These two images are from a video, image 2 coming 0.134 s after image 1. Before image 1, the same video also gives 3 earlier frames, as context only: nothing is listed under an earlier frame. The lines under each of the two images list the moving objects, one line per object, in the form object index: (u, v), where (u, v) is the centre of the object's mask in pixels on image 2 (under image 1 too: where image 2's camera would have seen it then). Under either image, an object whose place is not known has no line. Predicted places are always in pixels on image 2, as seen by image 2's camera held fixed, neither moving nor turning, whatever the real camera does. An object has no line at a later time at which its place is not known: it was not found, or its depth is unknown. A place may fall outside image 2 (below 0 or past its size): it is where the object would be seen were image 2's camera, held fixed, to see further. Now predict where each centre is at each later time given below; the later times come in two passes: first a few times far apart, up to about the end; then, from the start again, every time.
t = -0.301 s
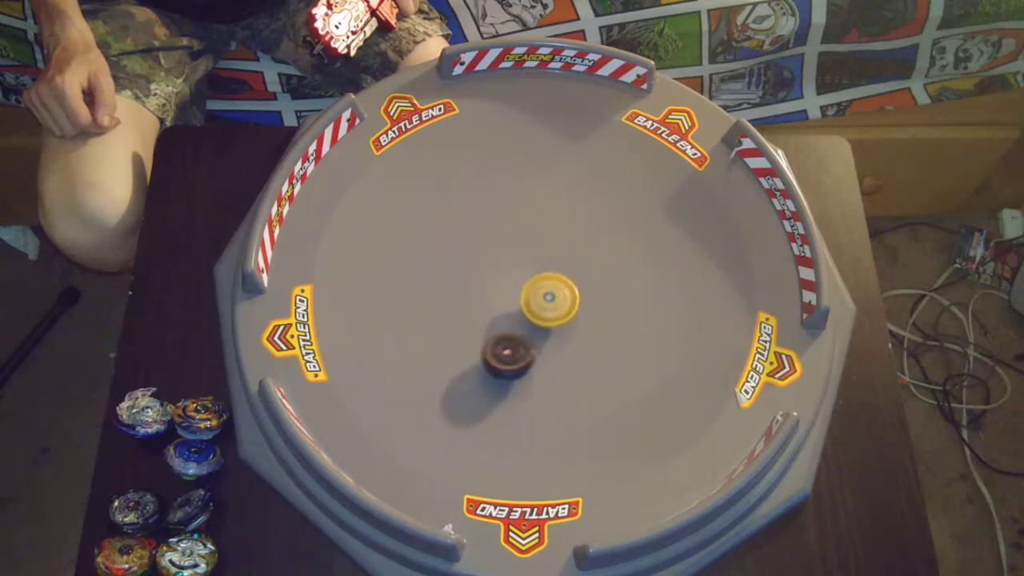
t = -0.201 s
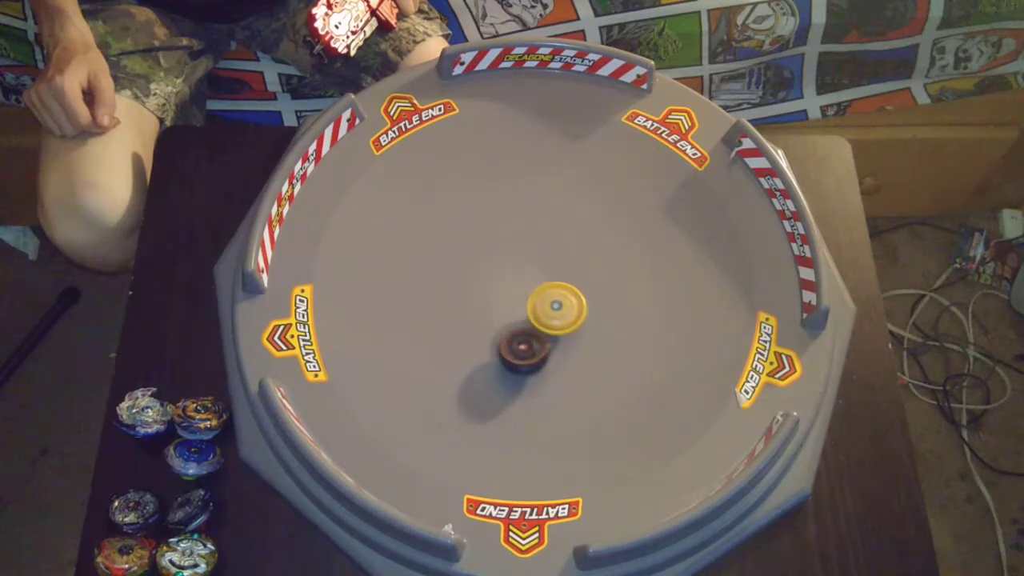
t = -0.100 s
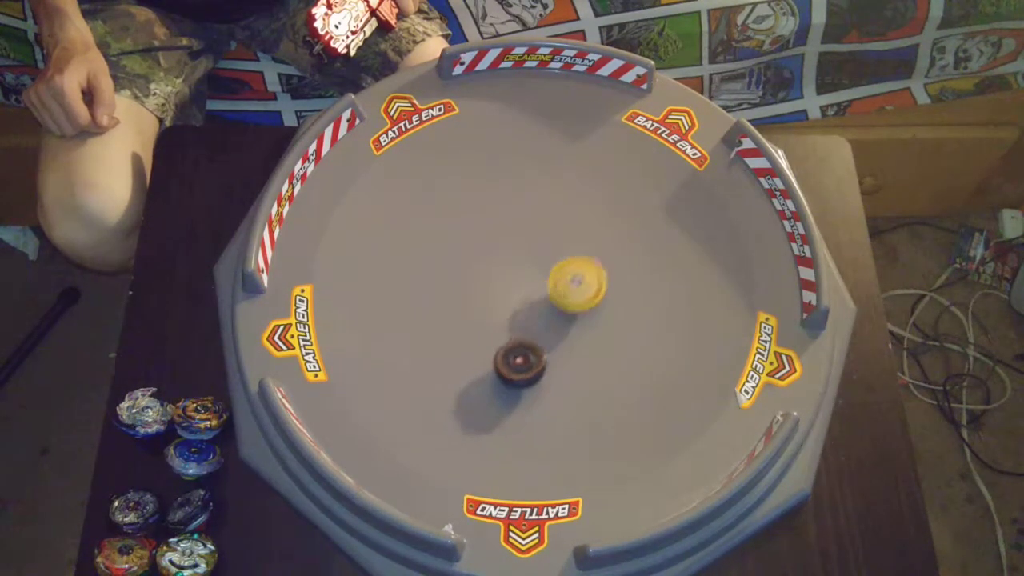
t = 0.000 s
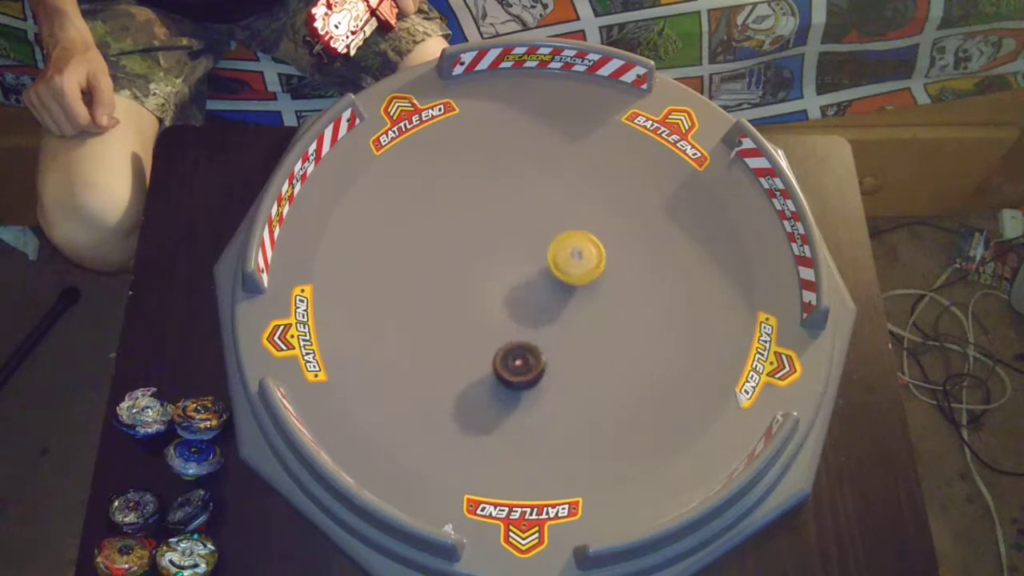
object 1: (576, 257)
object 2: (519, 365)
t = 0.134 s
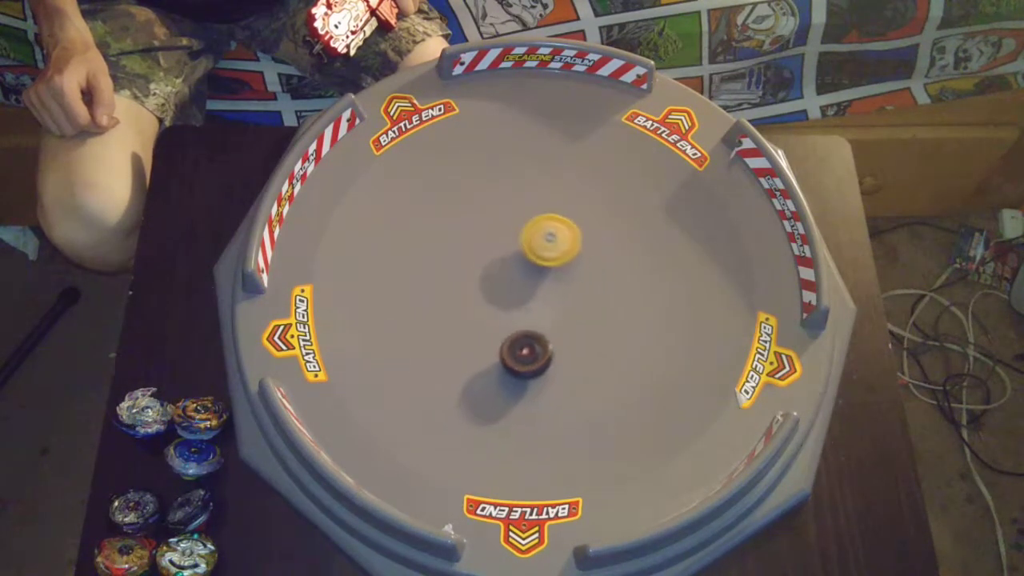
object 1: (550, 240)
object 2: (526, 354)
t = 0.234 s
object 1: (522, 244)
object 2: (530, 343)
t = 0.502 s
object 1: (486, 306)
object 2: (542, 323)
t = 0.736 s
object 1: (478, 322)
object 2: (547, 303)
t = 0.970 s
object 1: (485, 320)
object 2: (536, 282)
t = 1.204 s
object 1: (508, 315)
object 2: (527, 259)
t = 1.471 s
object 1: (543, 293)
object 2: (518, 243)
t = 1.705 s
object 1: (536, 278)
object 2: (503, 233)
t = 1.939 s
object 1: (530, 284)
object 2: (487, 238)
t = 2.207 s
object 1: (527, 295)
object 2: (477, 260)
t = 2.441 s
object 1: (539, 298)
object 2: (484, 284)
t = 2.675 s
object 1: (559, 280)
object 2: (495, 299)
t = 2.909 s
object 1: (540, 260)
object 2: (513, 306)
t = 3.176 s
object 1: (517, 266)
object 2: (532, 316)
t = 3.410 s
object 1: (515, 270)
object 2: (553, 321)
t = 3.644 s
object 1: (528, 273)
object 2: (572, 315)
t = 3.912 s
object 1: (498, 253)
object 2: (599, 316)
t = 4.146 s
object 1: (495, 265)
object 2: (603, 300)
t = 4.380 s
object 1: (527, 292)
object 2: (590, 284)
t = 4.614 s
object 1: (535, 300)
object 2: (589, 267)
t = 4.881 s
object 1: (531, 302)
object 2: (573, 257)
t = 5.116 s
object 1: (519, 302)
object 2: (556, 255)
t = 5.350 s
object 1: (514, 308)
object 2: (540, 261)
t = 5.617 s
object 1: (516, 313)
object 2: (530, 264)
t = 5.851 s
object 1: (525, 317)
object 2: (527, 264)
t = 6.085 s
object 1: (538, 318)
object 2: (526, 260)
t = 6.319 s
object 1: (549, 312)
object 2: (527, 256)
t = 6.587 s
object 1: (550, 300)
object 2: (524, 254)
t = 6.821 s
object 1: (543, 297)
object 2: (514, 252)
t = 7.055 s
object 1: (541, 304)
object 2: (502, 255)
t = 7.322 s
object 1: (542, 300)
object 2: (494, 264)
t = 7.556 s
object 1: (544, 295)
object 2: (484, 267)
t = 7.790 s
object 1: (545, 288)
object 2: (479, 275)
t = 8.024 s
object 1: (543, 284)
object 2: (483, 286)
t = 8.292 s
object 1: (549, 278)
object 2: (489, 295)
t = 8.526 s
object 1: (557, 267)
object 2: (488, 302)
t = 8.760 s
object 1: (560, 253)
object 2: (493, 306)
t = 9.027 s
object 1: (544, 263)
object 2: (499, 306)
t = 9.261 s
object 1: (545, 263)
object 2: (493, 315)
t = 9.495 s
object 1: (545, 283)
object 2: (500, 314)
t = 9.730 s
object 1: (556, 288)
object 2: (503, 311)
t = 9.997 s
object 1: (551, 288)
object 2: (494, 305)
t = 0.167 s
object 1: (541, 239)
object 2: (527, 350)
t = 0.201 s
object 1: (532, 240)
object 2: (529, 347)
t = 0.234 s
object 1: (522, 244)
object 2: (530, 343)
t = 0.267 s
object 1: (513, 249)
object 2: (531, 339)
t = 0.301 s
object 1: (505, 257)
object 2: (532, 334)
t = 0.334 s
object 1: (498, 266)
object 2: (532, 330)
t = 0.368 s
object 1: (494, 277)
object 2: (531, 326)
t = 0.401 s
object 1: (492, 288)
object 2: (533, 324)
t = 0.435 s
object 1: (488, 295)
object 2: (537, 324)
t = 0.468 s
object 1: (486, 300)
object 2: (540, 324)
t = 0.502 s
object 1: (486, 306)
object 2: (542, 323)
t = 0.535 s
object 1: (487, 311)
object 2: (543, 321)
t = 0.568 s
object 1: (486, 315)
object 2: (546, 318)
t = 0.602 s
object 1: (484, 317)
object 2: (549, 315)
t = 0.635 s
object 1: (482, 318)
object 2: (550, 312)
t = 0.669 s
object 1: (480, 319)
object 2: (549, 309)
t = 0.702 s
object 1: (479, 321)
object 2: (548, 306)
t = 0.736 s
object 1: (478, 322)
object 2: (547, 303)
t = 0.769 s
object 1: (478, 323)
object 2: (545, 299)
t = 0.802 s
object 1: (478, 323)
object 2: (543, 296)
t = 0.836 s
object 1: (479, 323)
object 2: (541, 293)
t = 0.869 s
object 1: (480, 323)
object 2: (540, 290)
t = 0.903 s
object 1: (481, 322)
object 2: (539, 287)
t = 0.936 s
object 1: (483, 321)
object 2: (537, 284)
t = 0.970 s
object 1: (485, 320)
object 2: (536, 282)
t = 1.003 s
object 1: (488, 319)
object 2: (535, 279)
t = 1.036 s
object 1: (491, 318)
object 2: (533, 276)
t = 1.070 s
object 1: (494, 316)
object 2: (531, 274)
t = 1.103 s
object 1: (498, 314)
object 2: (530, 272)
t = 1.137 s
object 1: (502, 313)
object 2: (528, 269)
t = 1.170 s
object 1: (505, 314)
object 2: (528, 264)
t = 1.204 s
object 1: (508, 315)
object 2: (527, 259)
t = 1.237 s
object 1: (512, 316)
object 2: (527, 257)
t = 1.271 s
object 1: (516, 315)
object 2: (526, 254)
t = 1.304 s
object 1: (521, 313)
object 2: (526, 252)
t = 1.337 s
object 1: (527, 310)
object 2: (525, 251)
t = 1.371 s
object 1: (532, 306)
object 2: (524, 249)
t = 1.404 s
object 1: (537, 301)
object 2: (523, 248)
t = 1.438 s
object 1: (540, 296)
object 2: (521, 247)
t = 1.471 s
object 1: (543, 293)
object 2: (518, 243)
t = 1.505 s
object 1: (544, 290)
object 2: (516, 240)
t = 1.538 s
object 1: (545, 287)
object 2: (515, 238)
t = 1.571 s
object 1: (544, 284)
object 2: (513, 236)
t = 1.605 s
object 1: (542, 281)
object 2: (510, 235)
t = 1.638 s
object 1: (540, 279)
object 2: (508, 235)
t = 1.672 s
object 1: (538, 278)
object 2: (506, 234)
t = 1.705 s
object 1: (536, 278)
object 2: (503, 233)
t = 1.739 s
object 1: (535, 278)
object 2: (500, 232)
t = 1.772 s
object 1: (534, 279)
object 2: (498, 232)
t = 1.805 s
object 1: (533, 280)
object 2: (495, 233)
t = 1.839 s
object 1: (532, 281)
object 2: (493, 233)
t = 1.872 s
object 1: (531, 282)
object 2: (491, 234)
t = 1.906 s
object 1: (531, 283)
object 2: (489, 236)
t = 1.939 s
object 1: (530, 284)
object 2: (487, 238)
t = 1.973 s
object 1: (529, 285)
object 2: (485, 240)
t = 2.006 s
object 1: (528, 286)
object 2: (483, 242)
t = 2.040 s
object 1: (527, 288)
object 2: (481, 245)
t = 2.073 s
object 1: (527, 289)
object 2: (480, 247)
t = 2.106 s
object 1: (526, 291)
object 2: (479, 251)
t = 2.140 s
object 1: (526, 292)
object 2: (478, 254)
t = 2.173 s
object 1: (526, 294)
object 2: (477, 257)
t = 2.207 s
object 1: (527, 295)
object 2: (477, 260)
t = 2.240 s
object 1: (528, 297)
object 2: (477, 264)
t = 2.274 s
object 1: (530, 298)
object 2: (478, 267)
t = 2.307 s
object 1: (532, 298)
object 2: (478, 271)
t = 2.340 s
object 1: (534, 299)
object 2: (479, 274)
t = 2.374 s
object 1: (535, 299)
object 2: (481, 277)
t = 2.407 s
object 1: (537, 298)
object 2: (483, 281)
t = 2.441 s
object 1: (539, 298)
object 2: (484, 284)
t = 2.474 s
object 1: (542, 297)
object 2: (485, 286)
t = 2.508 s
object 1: (545, 296)
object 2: (487, 289)
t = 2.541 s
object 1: (547, 294)
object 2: (489, 291)
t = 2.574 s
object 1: (549, 291)
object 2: (492, 293)
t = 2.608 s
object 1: (553, 289)
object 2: (492, 295)
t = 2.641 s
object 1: (557, 285)
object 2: (493, 297)
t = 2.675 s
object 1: (559, 280)
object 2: (495, 299)
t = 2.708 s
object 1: (560, 275)
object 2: (497, 300)
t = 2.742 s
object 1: (559, 271)
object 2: (499, 302)
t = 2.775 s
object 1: (558, 266)
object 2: (502, 303)
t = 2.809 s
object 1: (554, 264)
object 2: (504, 304)
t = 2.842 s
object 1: (550, 261)
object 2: (507, 305)
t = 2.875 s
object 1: (545, 260)
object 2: (510, 305)
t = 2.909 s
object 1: (540, 260)
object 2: (513, 306)
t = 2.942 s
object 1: (536, 259)
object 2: (515, 309)
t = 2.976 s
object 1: (532, 257)
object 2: (517, 311)
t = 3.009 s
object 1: (528, 257)
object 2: (518, 312)
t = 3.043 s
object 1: (525, 257)
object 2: (521, 312)
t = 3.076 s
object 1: (522, 259)
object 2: (523, 314)
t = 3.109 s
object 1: (520, 262)
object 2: (526, 313)
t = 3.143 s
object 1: (518, 264)
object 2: (529, 315)
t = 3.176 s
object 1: (517, 266)
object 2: (532, 316)
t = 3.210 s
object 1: (517, 268)
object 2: (535, 316)
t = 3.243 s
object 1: (516, 268)
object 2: (539, 319)
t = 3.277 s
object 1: (515, 267)
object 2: (542, 321)
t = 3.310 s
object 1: (514, 268)
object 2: (545, 322)
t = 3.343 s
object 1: (514, 268)
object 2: (548, 322)
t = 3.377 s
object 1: (514, 269)
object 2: (550, 322)
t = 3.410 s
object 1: (515, 270)
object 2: (553, 321)
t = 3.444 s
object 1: (516, 271)
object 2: (556, 321)
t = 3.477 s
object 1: (518, 273)
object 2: (558, 320)
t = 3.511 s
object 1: (520, 274)
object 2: (560, 318)
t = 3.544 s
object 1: (522, 275)
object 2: (563, 317)
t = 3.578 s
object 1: (525, 276)
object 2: (564, 315)
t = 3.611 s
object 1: (528, 277)
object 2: (566, 313)
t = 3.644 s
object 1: (528, 273)
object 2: (572, 315)
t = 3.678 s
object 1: (525, 267)
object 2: (578, 319)
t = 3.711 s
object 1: (522, 263)
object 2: (584, 320)
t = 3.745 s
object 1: (517, 259)
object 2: (587, 321)
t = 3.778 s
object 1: (513, 256)
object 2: (590, 321)
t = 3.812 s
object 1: (508, 254)
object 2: (593, 320)
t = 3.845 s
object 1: (504, 253)
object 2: (595, 319)
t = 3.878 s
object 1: (501, 252)
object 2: (597, 317)
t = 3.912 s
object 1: (498, 253)
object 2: (599, 316)
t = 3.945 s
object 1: (496, 253)
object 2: (601, 313)
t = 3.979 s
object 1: (494, 254)
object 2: (602, 311)
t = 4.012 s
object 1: (493, 256)
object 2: (603, 309)
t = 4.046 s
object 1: (493, 257)
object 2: (604, 307)
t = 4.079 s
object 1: (493, 260)
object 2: (604, 305)
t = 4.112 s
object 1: (494, 262)
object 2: (604, 302)
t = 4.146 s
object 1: (495, 265)
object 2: (603, 300)
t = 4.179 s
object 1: (497, 269)
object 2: (603, 297)
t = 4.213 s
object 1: (500, 272)
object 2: (601, 295)
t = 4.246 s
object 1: (503, 276)
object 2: (600, 292)
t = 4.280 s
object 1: (507, 281)
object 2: (598, 290)
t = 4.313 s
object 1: (512, 285)
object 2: (596, 288)
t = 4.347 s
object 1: (519, 289)
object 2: (593, 286)
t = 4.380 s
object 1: (527, 292)
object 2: (590, 284)
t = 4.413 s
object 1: (533, 293)
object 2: (588, 282)
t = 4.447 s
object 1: (533, 295)
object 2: (590, 279)
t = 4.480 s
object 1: (534, 296)
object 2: (590, 277)
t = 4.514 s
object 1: (536, 297)
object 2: (589, 275)
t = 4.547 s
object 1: (537, 297)
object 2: (587, 273)
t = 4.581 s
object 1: (537, 298)
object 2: (587, 271)
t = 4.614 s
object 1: (535, 300)
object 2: (589, 267)
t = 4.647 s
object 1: (534, 301)
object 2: (589, 265)
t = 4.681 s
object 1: (533, 302)
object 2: (588, 263)
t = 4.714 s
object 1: (533, 303)
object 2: (586, 262)
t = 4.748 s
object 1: (532, 303)
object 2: (584, 260)
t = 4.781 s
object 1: (532, 304)
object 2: (582, 259)
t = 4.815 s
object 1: (532, 304)
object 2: (579, 258)
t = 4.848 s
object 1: (531, 303)
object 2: (576, 257)
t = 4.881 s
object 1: (531, 302)
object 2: (573, 257)
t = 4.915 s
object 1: (531, 302)
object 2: (571, 257)
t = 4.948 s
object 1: (529, 300)
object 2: (567, 257)
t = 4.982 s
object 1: (529, 299)
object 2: (564, 258)
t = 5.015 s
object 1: (527, 299)
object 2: (561, 258)
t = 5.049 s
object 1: (524, 300)
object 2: (560, 256)
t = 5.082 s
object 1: (521, 301)
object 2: (558, 255)
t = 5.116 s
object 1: (519, 302)
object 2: (556, 255)
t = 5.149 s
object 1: (518, 303)
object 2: (554, 255)
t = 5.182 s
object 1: (517, 304)
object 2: (551, 256)
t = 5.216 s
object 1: (516, 305)
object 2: (549, 257)
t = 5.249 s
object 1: (516, 305)
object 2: (546, 258)
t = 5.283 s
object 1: (516, 305)
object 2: (544, 260)
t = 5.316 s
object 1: (515, 306)
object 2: (542, 260)
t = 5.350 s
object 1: (514, 308)
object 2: (540, 261)
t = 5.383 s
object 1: (514, 309)
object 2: (539, 262)
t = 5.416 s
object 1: (514, 310)
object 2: (537, 263)
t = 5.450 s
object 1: (514, 311)
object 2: (535, 263)
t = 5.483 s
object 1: (514, 313)
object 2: (534, 263)
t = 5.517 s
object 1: (514, 313)
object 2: (533, 263)
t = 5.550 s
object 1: (515, 313)
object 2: (532, 263)
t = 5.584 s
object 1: (516, 313)
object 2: (531, 264)
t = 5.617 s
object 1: (516, 313)
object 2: (530, 264)
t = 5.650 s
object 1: (517, 314)
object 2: (529, 263)
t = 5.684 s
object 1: (518, 316)
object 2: (529, 263)
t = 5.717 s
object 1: (519, 316)
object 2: (529, 263)
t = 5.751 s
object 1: (520, 316)
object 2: (528, 264)
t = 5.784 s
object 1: (522, 316)
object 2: (528, 264)
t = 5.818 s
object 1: (523, 316)
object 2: (528, 265)
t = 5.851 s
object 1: (525, 317)
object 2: (527, 264)
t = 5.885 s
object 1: (527, 318)
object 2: (527, 263)
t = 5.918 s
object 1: (528, 318)
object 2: (527, 263)
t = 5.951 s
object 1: (530, 318)
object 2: (527, 263)
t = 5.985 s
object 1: (532, 317)
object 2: (527, 264)
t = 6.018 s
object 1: (533, 316)
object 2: (527, 264)
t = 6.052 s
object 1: (535, 315)
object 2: (527, 264)
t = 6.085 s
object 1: (538, 318)
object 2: (526, 260)
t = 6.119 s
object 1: (540, 319)
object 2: (526, 257)
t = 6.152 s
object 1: (542, 318)
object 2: (526, 256)
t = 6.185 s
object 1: (544, 319)
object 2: (526, 256)
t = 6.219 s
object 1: (545, 317)
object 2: (527, 255)
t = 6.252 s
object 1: (547, 316)
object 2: (527, 255)
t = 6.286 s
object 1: (548, 314)
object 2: (527, 255)
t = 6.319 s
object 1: (549, 312)
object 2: (527, 256)
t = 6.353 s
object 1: (549, 309)
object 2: (528, 256)
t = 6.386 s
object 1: (549, 306)
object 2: (528, 257)
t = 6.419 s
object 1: (550, 305)
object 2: (527, 255)
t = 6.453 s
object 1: (550, 304)
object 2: (526, 254)
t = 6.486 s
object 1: (551, 303)
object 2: (526, 254)
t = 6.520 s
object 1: (550, 301)
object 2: (526, 254)
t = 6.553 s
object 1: (550, 301)
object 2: (525, 254)
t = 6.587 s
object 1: (550, 300)
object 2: (524, 254)
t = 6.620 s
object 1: (550, 300)
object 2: (523, 254)
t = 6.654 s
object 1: (550, 300)
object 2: (521, 253)
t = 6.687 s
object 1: (549, 299)
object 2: (520, 253)
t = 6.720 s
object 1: (548, 298)
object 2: (519, 252)
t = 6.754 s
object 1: (546, 297)
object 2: (518, 253)
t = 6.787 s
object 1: (544, 297)
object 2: (516, 252)
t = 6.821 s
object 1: (543, 297)
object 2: (514, 252)
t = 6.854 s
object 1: (542, 297)
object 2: (513, 253)
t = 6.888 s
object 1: (540, 298)
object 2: (511, 253)
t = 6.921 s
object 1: (539, 299)
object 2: (508, 252)
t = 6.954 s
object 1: (540, 301)
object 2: (506, 252)
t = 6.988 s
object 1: (540, 303)
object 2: (505, 253)
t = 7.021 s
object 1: (540, 304)
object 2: (503, 254)
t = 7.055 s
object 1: (541, 304)
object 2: (502, 255)
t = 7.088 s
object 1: (541, 305)
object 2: (501, 256)
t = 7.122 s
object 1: (541, 304)
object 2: (500, 258)
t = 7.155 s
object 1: (541, 304)
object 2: (500, 260)
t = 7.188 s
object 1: (541, 303)
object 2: (500, 262)
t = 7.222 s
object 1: (541, 302)
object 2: (500, 264)
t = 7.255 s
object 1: (540, 301)
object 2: (499, 265)
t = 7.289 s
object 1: (541, 301)
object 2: (496, 264)
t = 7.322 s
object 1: (542, 300)
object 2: (494, 264)
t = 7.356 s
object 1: (542, 299)
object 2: (494, 265)
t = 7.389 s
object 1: (541, 298)
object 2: (494, 266)
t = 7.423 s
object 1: (541, 297)
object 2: (494, 267)
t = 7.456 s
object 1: (541, 296)
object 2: (492, 268)
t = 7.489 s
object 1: (541, 295)
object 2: (489, 267)
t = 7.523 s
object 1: (543, 295)
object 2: (486, 267)
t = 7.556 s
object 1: (544, 295)
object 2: (484, 267)
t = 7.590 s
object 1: (546, 294)
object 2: (482, 267)
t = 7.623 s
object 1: (547, 293)
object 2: (481, 268)
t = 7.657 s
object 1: (547, 292)
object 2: (480, 269)
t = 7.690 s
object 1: (547, 291)
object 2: (479, 270)
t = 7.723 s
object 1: (547, 290)
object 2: (479, 272)
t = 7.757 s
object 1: (546, 289)
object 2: (479, 273)
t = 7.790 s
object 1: (545, 288)
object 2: (479, 275)
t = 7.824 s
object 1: (544, 287)
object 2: (479, 276)
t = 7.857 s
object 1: (543, 286)
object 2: (480, 278)
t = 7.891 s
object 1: (542, 286)
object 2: (481, 280)
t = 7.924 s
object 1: (540, 285)
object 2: (482, 281)
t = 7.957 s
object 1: (541, 285)
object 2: (482, 283)
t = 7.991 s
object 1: (542, 285)
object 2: (482, 284)
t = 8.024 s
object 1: (543, 284)
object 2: (483, 286)
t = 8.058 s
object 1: (543, 283)
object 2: (485, 287)
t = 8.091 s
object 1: (544, 283)
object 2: (486, 288)
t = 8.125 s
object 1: (545, 282)
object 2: (488, 289)
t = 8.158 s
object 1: (546, 282)
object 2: (489, 290)
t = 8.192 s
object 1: (548, 281)
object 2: (488, 292)
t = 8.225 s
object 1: (549, 280)
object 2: (488, 293)
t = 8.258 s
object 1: (549, 279)
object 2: (488, 294)
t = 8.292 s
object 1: (549, 278)
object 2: (489, 295)
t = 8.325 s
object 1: (549, 277)
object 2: (490, 296)
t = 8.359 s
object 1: (549, 277)
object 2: (492, 297)
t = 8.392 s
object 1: (548, 276)
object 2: (494, 297)
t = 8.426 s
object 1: (547, 276)
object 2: (496, 297)
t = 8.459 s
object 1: (548, 275)
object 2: (495, 299)
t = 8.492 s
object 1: (553, 272)
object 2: (490, 301)
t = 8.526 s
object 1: (557, 267)
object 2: (488, 302)
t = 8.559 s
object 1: (559, 263)
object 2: (488, 303)
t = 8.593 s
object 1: (561, 260)
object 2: (488, 304)
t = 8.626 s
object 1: (562, 257)
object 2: (489, 304)
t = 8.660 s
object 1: (562, 255)
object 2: (490, 305)
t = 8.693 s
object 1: (562, 254)
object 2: (491, 305)
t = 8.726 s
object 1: (561, 253)
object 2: (492, 306)
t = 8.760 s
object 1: (560, 253)
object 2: (493, 306)
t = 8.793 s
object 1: (559, 253)
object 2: (494, 305)
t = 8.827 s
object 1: (556, 253)
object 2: (496, 305)
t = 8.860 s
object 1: (554, 254)
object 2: (498, 305)
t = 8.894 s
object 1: (551, 256)
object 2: (499, 304)
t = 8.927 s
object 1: (548, 258)
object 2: (501, 303)
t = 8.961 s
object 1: (545, 262)
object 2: (502, 302)
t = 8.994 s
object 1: (542, 264)
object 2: (503, 302)
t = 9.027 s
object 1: (544, 263)
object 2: (499, 306)
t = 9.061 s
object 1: (546, 261)
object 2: (495, 310)
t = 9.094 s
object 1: (546, 261)
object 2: (494, 312)
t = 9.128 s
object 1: (546, 260)
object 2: (493, 313)
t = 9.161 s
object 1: (546, 260)
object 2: (493, 313)
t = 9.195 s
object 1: (546, 261)
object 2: (493, 314)
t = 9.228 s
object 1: (546, 262)
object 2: (493, 315)
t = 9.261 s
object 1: (545, 263)
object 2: (493, 315)
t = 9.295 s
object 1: (545, 265)
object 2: (494, 315)
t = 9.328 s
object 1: (544, 267)
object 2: (495, 316)
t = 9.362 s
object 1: (543, 269)
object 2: (496, 316)
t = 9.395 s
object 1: (543, 272)
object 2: (498, 316)
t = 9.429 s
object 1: (543, 276)
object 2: (499, 315)
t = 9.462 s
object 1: (543, 280)
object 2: (499, 314)
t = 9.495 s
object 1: (545, 283)
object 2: (500, 314)
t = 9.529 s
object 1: (547, 285)
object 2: (500, 315)
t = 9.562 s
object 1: (549, 285)
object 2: (500, 315)
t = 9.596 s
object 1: (552, 286)
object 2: (501, 314)
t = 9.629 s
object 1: (553, 288)
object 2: (501, 313)
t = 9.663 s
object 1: (554, 288)
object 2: (502, 313)
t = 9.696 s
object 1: (555, 288)
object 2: (502, 312)
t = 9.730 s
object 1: (556, 288)
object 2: (503, 311)
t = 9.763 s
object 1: (556, 288)
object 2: (503, 309)
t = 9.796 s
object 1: (556, 288)
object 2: (504, 308)
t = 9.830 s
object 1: (555, 288)
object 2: (504, 307)
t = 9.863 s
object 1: (553, 288)
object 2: (503, 306)
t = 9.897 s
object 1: (553, 288)
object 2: (501, 306)
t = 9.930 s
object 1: (553, 287)
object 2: (499, 306)
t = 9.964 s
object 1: (552, 288)
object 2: (497, 306)
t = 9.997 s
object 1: (551, 288)
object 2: (494, 305)
